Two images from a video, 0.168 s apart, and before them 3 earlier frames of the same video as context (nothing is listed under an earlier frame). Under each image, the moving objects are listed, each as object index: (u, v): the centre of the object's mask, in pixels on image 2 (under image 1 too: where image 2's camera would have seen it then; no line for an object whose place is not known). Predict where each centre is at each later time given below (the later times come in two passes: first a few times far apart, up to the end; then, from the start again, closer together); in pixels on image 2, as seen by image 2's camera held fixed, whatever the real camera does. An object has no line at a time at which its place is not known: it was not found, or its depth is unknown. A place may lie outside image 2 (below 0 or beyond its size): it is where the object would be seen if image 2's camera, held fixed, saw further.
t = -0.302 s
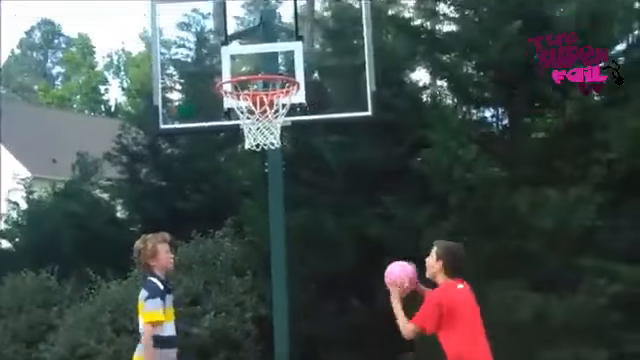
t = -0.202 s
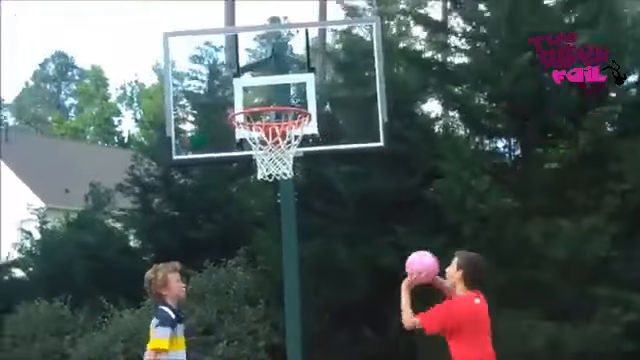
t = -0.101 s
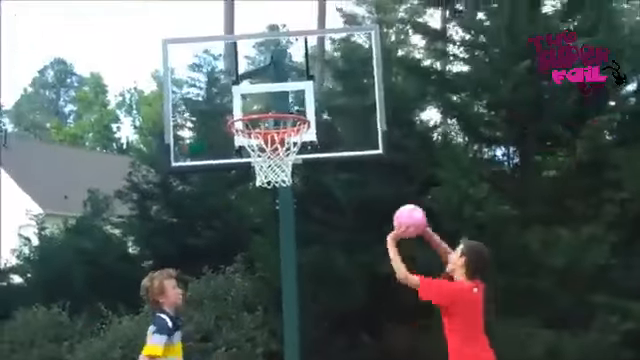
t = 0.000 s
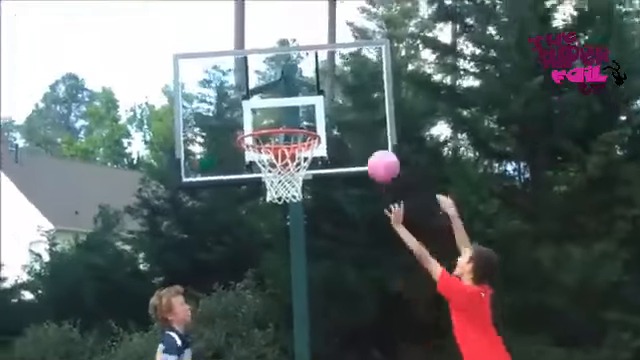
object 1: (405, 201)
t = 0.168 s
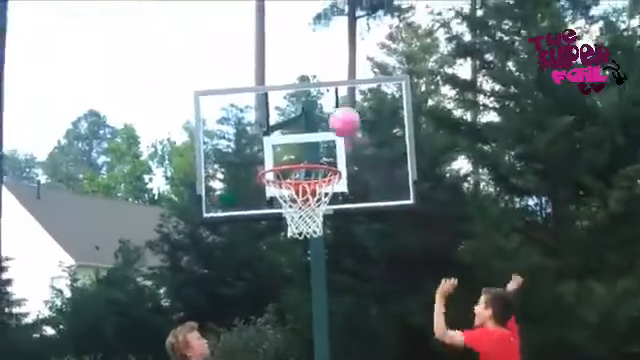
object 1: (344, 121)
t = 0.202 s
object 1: (333, 113)
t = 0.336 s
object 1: (295, 98)
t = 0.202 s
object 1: (333, 113)
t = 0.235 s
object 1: (324, 110)
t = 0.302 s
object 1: (304, 98)
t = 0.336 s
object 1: (295, 98)
